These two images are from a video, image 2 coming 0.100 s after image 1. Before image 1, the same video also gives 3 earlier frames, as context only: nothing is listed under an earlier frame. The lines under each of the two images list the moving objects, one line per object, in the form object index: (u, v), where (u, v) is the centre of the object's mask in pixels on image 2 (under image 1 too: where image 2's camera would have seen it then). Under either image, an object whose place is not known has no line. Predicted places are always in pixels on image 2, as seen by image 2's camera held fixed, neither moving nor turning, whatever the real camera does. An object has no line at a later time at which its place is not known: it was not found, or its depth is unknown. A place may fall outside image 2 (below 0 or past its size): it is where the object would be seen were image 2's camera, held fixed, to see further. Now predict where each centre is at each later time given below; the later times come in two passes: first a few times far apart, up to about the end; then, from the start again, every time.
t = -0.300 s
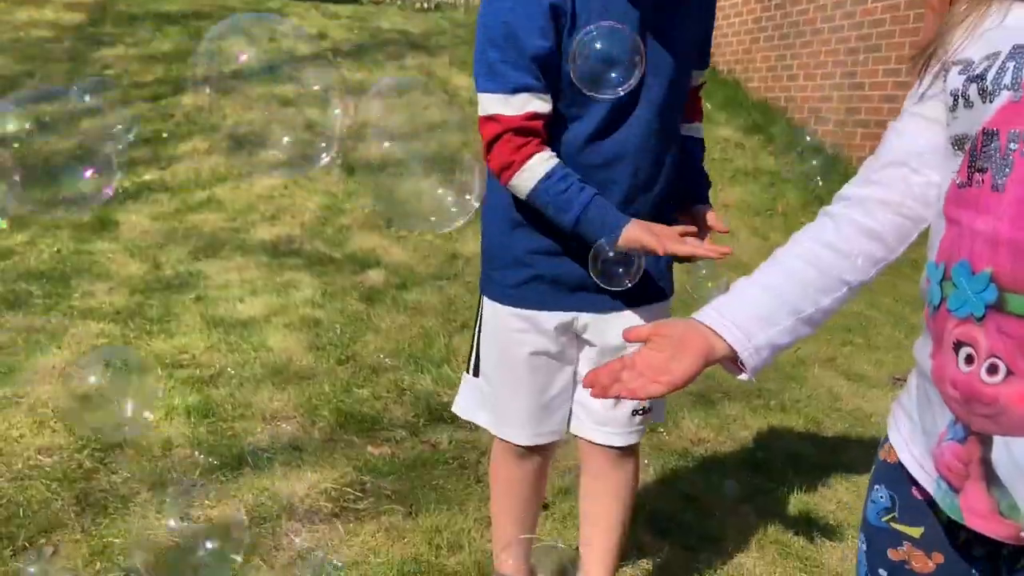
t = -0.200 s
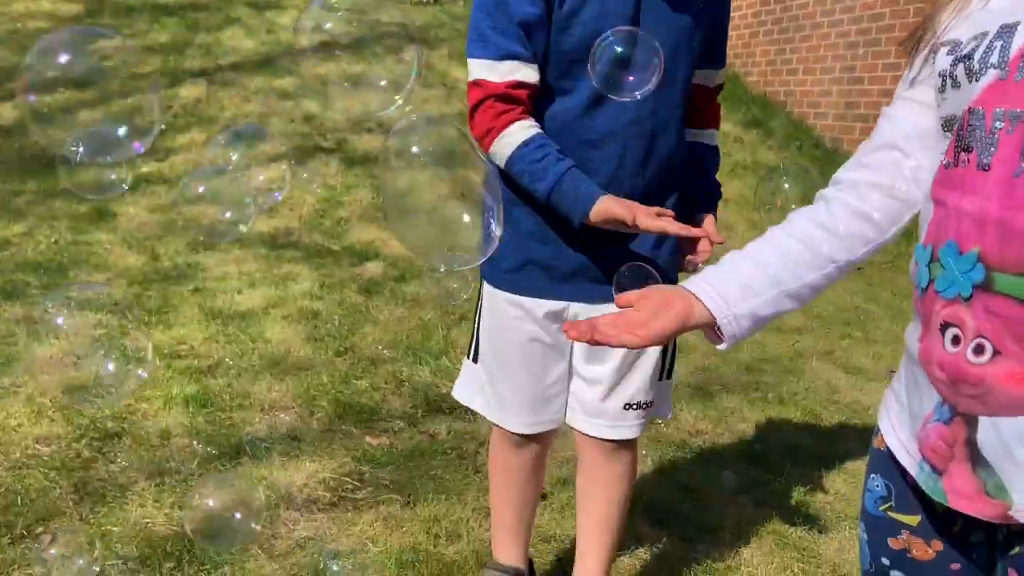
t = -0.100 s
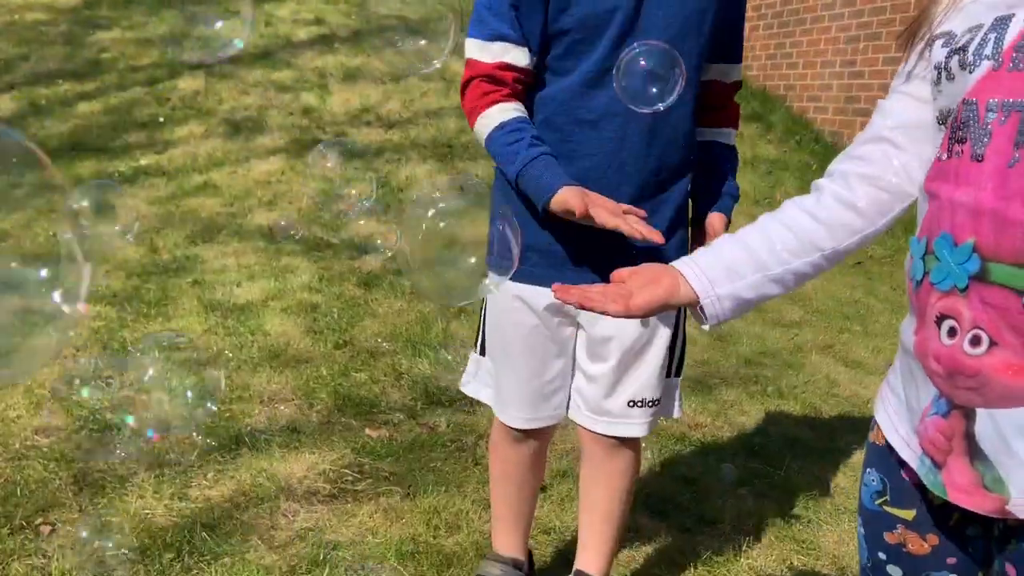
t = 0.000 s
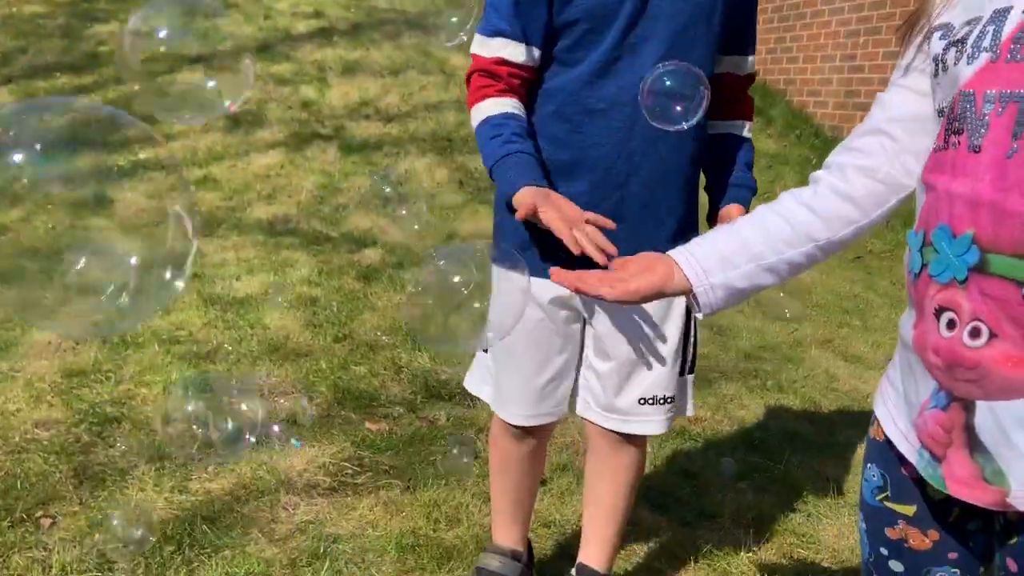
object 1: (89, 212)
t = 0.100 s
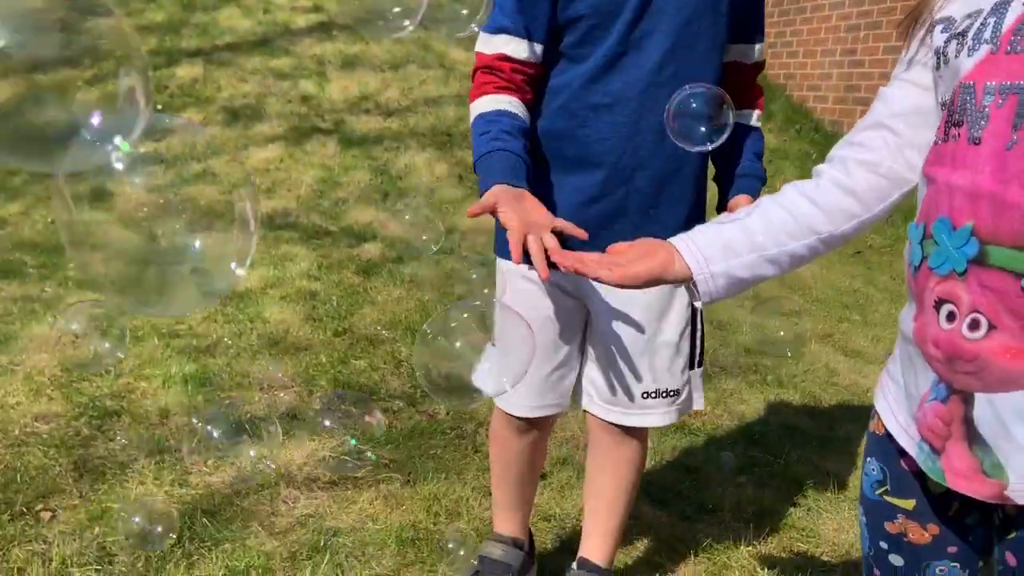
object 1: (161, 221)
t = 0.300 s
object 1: (259, 222)
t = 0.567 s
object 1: (335, 287)
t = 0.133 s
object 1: (178, 229)
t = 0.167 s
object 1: (197, 230)
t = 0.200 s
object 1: (221, 215)
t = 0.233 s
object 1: (238, 224)
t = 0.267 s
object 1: (255, 230)
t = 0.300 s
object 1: (259, 222)
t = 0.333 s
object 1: (293, 201)
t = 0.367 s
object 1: (296, 216)
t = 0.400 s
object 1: (307, 224)
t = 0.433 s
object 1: (314, 236)
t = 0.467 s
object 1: (321, 247)
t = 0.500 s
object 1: (328, 259)
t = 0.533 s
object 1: (334, 272)
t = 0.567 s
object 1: (335, 287)
